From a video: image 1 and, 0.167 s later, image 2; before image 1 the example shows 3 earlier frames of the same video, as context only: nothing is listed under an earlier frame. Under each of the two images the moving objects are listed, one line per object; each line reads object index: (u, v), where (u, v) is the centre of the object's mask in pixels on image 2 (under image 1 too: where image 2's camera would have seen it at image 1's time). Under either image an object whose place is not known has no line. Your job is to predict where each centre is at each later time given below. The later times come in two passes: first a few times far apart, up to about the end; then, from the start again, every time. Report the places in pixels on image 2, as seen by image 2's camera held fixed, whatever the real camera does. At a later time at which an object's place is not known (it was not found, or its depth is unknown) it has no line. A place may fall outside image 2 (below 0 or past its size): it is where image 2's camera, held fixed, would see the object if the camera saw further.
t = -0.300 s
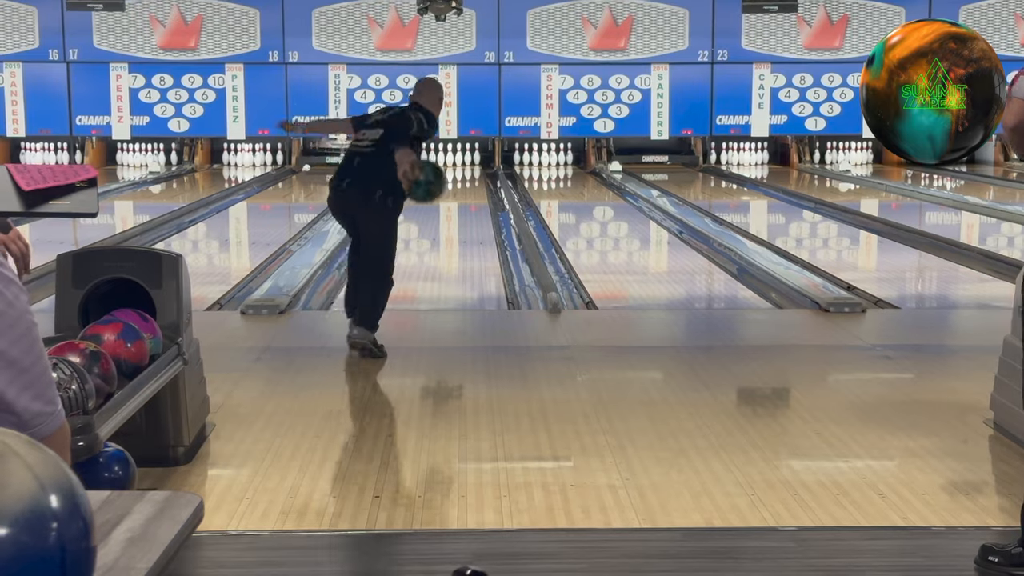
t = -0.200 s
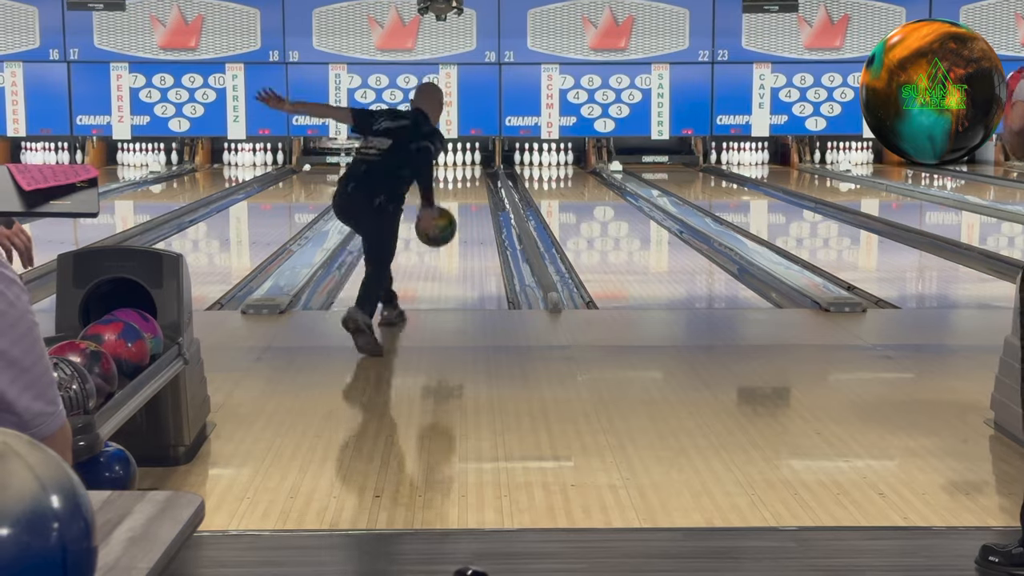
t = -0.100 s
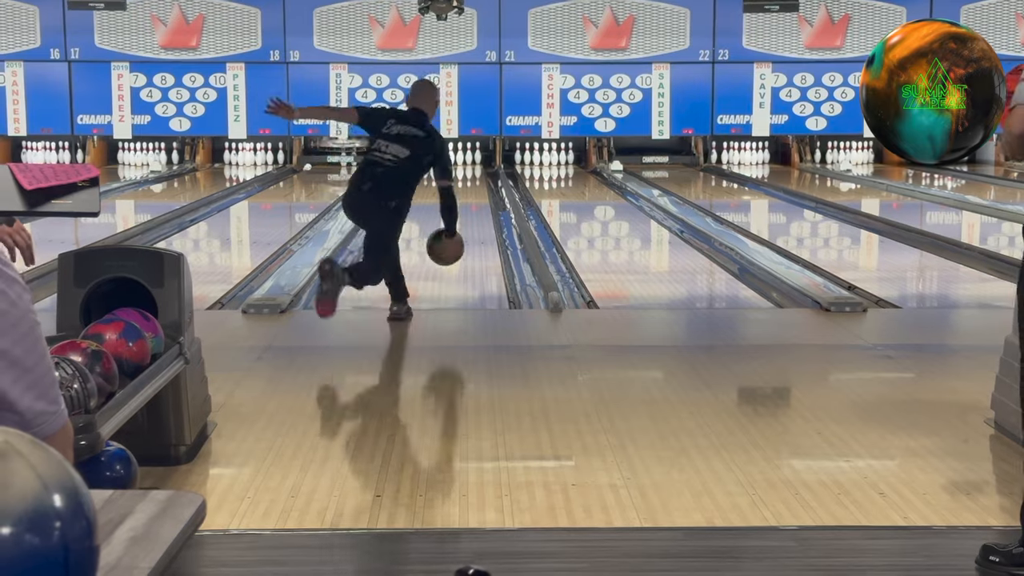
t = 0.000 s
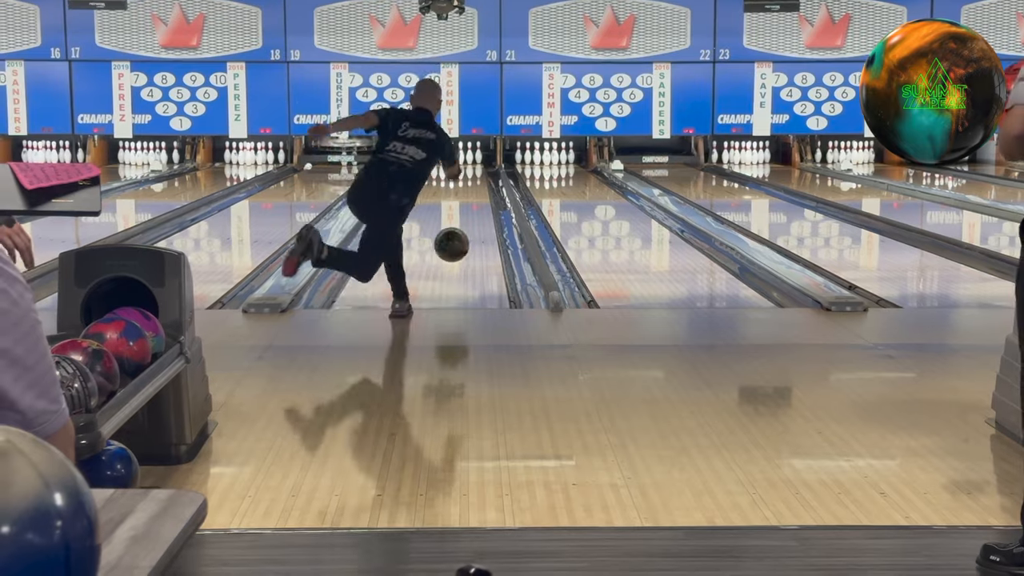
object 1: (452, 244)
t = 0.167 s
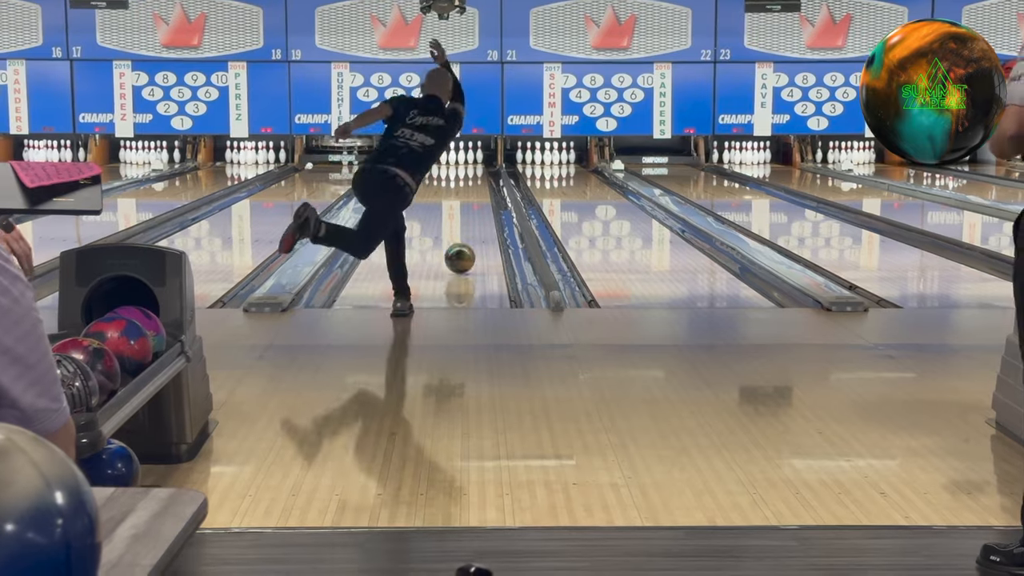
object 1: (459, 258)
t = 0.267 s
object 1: (463, 247)
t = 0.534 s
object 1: (470, 224)
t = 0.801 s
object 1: (474, 207)
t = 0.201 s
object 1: (461, 253)
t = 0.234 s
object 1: (462, 251)
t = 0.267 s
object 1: (463, 247)
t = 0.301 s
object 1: (464, 244)
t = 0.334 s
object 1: (465, 241)
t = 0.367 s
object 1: (466, 238)
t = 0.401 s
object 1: (467, 235)
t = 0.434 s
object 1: (468, 232)
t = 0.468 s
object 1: (468, 229)
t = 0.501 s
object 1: (469, 226)
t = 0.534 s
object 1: (470, 224)
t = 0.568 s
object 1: (470, 222)
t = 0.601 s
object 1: (471, 219)
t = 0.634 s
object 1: (472, 217)
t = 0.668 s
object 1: (472, 215)
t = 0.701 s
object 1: (473, 213)
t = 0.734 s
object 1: (473, 210)
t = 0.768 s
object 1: (474, 209)
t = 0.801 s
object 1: (474, 207)
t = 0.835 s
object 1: (475, 205)
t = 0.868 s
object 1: (475, 203)
